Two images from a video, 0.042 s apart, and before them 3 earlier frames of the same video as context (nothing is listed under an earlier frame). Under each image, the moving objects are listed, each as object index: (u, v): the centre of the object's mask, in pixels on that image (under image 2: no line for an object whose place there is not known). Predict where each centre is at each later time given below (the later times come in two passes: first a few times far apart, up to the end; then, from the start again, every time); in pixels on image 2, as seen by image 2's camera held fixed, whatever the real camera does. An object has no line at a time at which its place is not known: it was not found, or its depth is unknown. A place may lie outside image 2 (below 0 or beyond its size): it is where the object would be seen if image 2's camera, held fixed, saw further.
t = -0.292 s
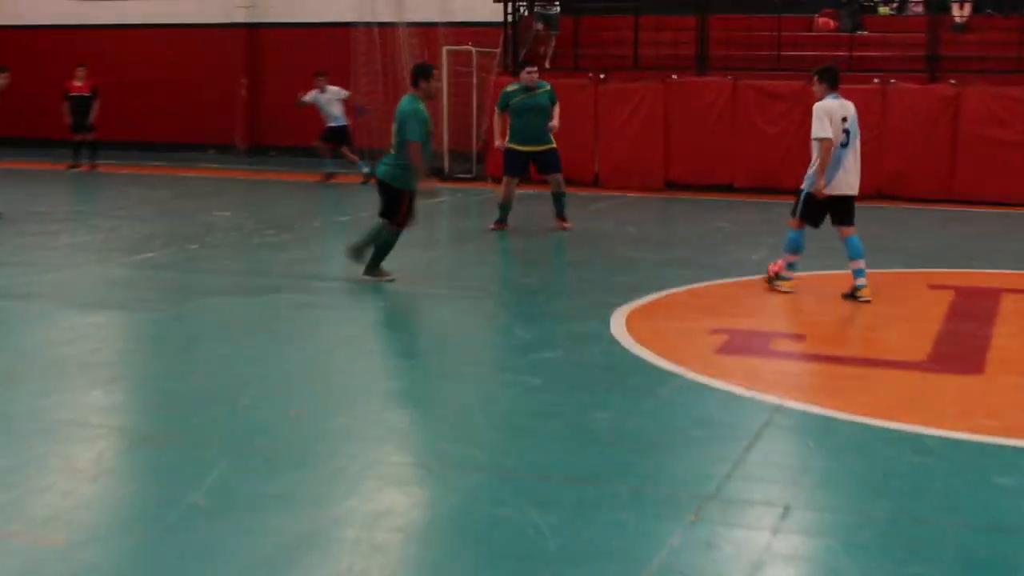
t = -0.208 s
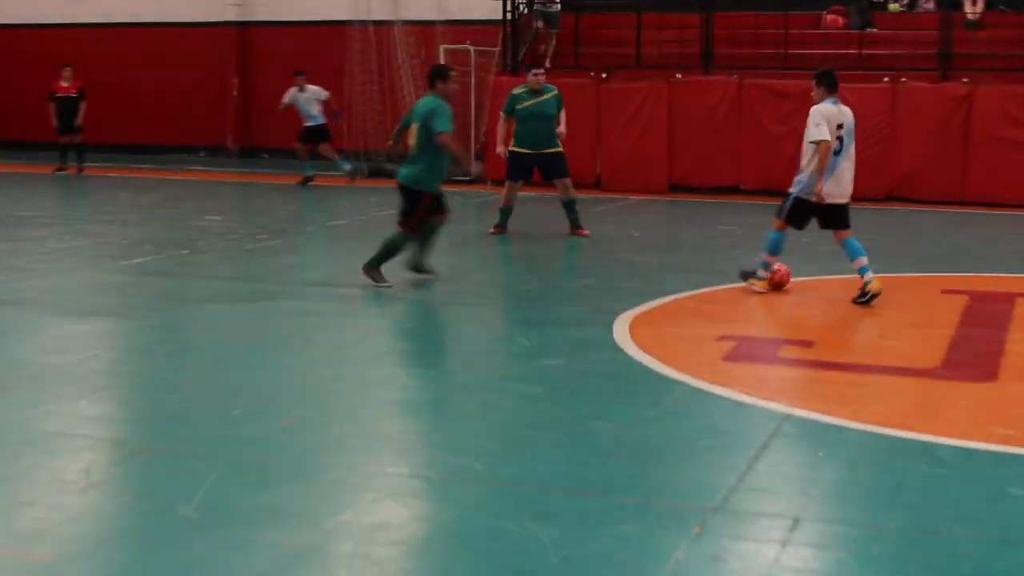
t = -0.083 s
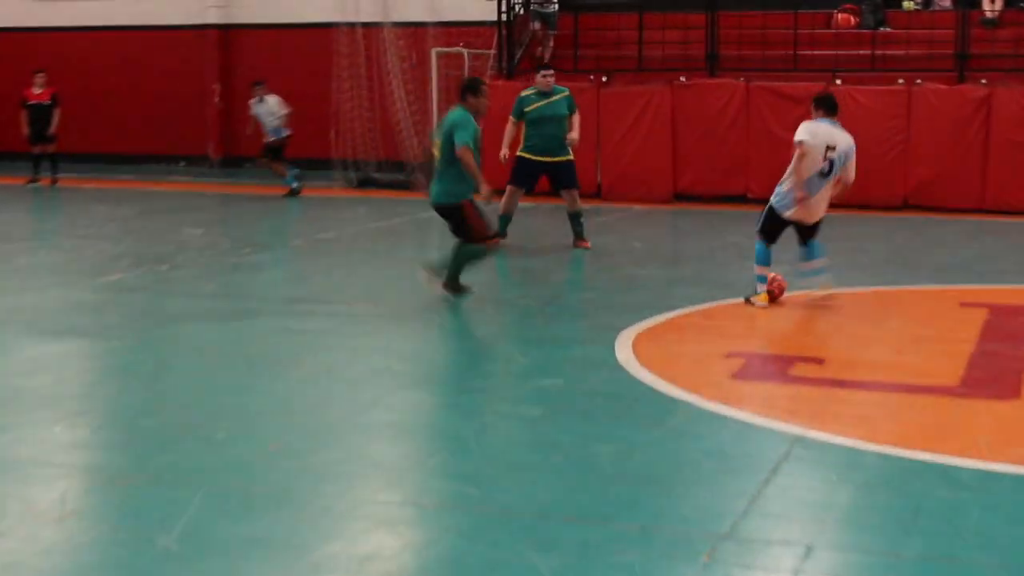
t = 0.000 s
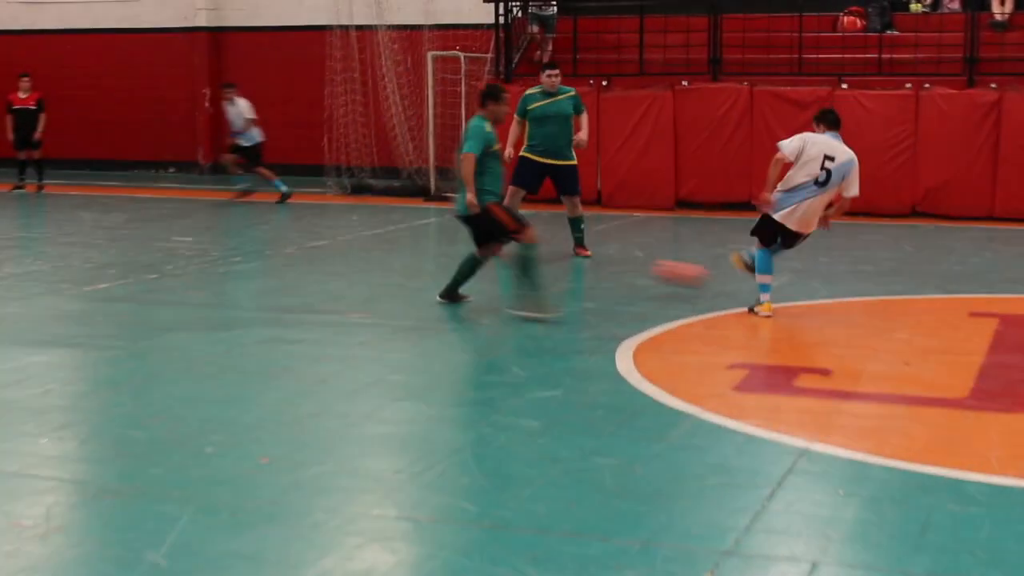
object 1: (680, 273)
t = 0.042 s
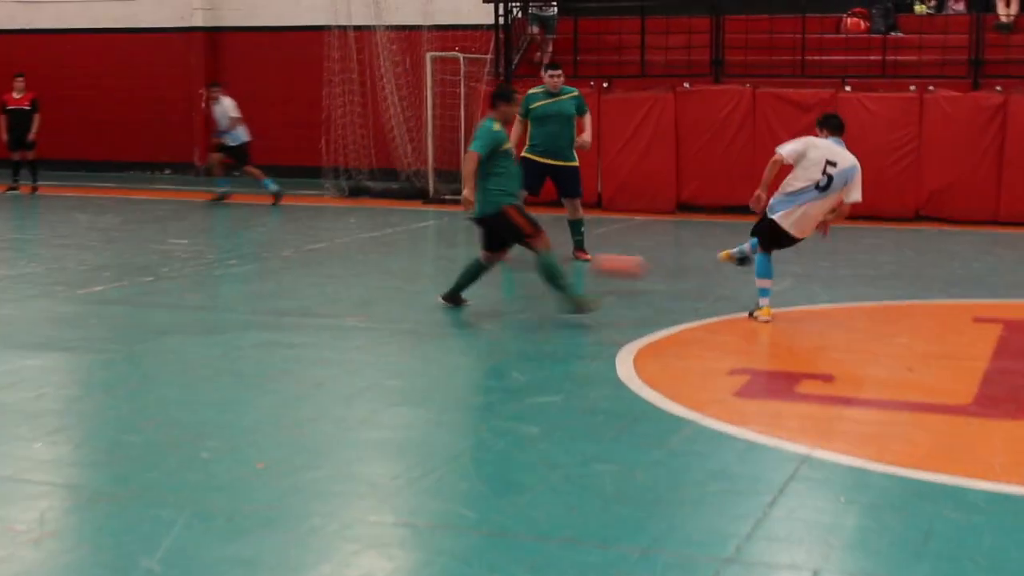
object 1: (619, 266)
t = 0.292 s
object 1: (330, 238)
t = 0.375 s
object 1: (277, 226)
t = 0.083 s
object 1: (573, 255)
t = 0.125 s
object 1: (493, 252)
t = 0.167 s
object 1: (454, 254)
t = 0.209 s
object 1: (407, 251)
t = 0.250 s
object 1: (366, 246)
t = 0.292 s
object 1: (330, 238)
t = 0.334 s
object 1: (299, 232)
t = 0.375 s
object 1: (277, 226)
